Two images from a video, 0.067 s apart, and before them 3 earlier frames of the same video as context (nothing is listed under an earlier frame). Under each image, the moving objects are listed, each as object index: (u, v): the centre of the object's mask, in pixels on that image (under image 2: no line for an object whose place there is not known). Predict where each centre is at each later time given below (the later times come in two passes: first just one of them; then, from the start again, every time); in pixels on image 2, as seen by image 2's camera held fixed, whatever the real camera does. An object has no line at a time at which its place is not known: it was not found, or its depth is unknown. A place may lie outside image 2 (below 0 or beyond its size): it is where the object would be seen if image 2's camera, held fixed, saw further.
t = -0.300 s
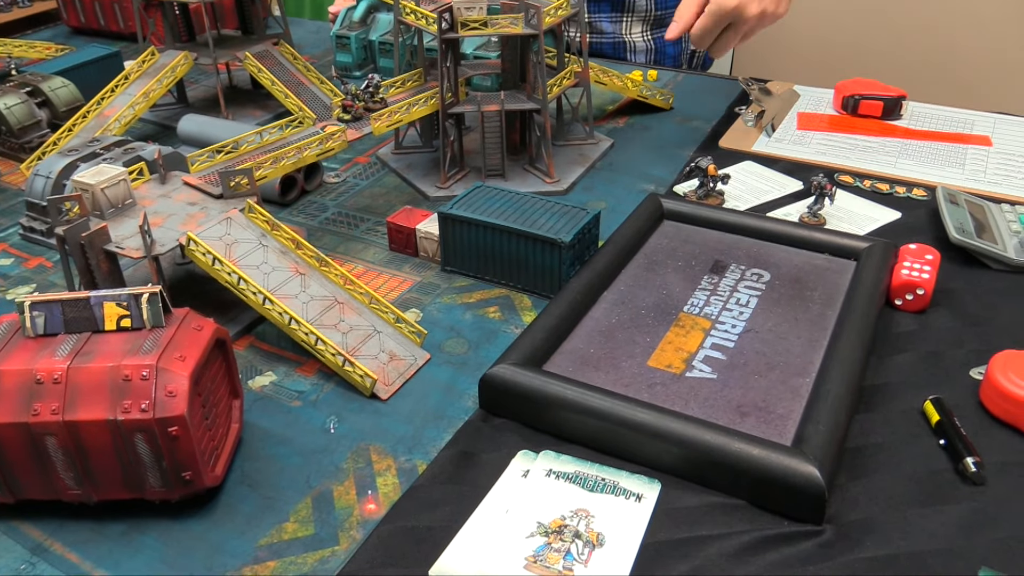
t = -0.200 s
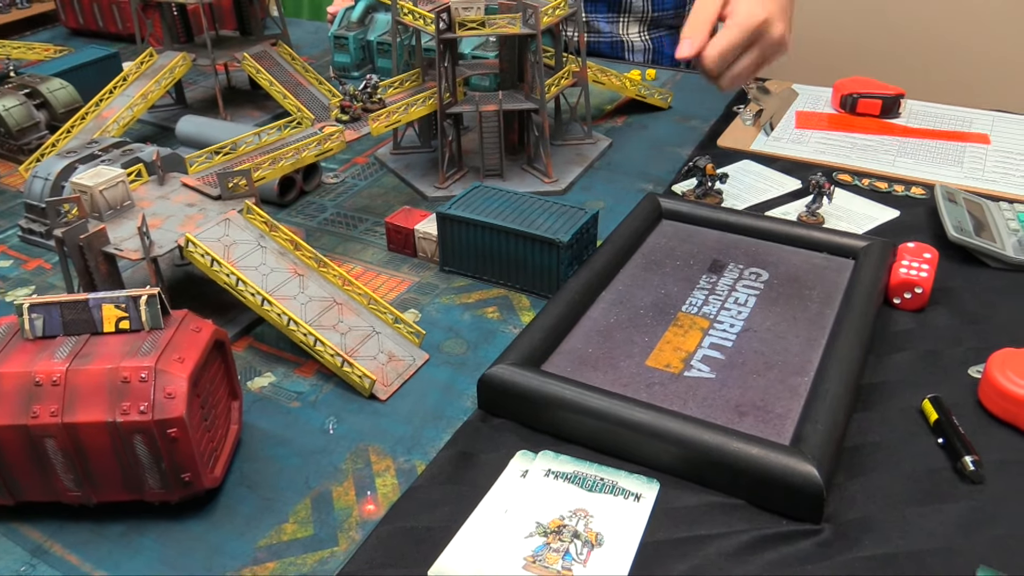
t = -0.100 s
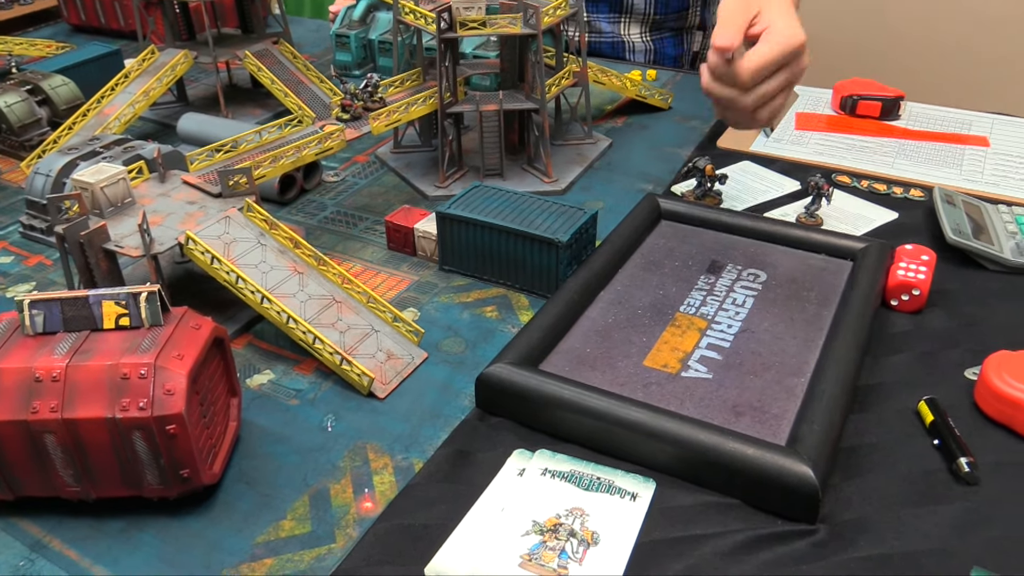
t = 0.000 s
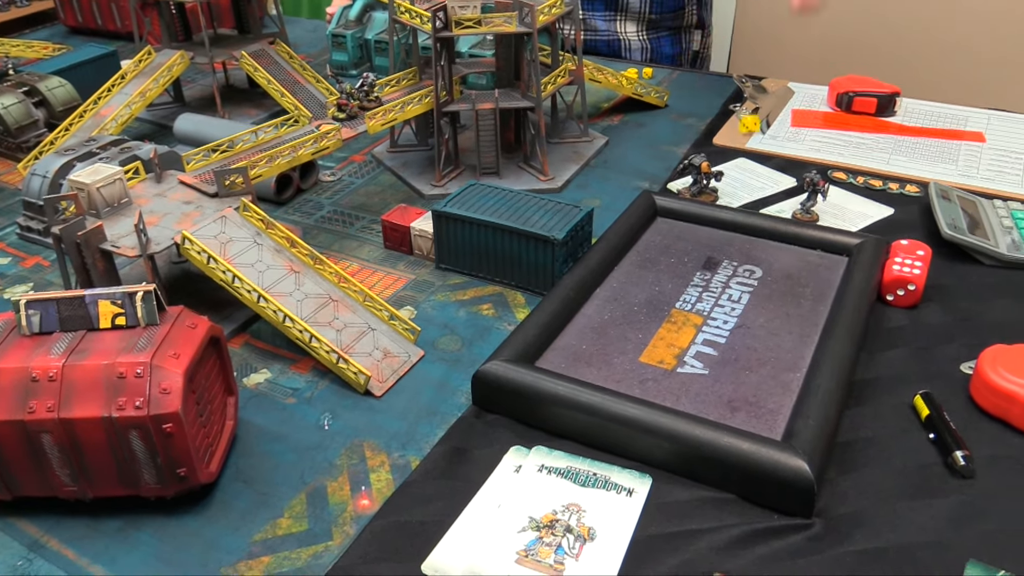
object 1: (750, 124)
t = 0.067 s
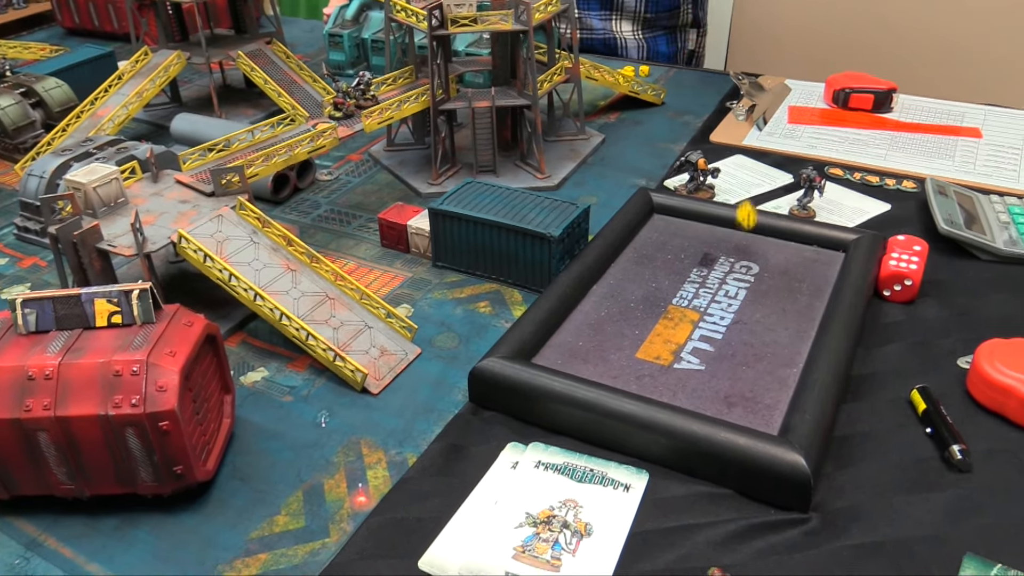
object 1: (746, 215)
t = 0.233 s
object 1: (763, 257)
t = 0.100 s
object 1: (749, 236)
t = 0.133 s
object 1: (755, 224)
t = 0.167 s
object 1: (759, 224)
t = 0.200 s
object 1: (760, 237)
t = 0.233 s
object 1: (763, 257)
